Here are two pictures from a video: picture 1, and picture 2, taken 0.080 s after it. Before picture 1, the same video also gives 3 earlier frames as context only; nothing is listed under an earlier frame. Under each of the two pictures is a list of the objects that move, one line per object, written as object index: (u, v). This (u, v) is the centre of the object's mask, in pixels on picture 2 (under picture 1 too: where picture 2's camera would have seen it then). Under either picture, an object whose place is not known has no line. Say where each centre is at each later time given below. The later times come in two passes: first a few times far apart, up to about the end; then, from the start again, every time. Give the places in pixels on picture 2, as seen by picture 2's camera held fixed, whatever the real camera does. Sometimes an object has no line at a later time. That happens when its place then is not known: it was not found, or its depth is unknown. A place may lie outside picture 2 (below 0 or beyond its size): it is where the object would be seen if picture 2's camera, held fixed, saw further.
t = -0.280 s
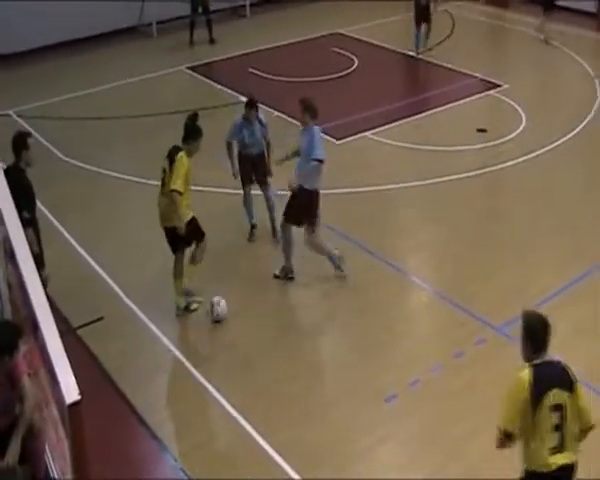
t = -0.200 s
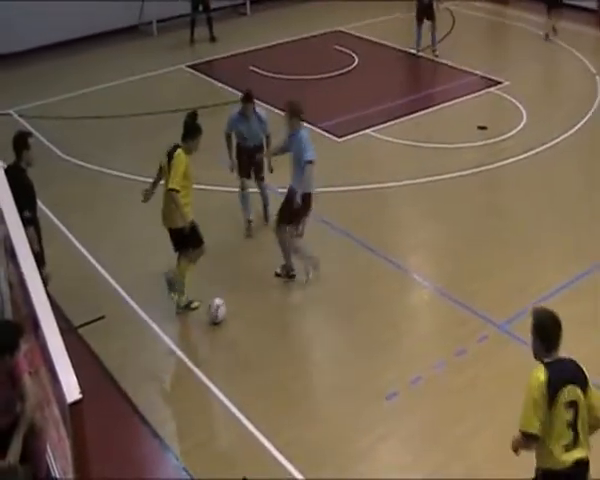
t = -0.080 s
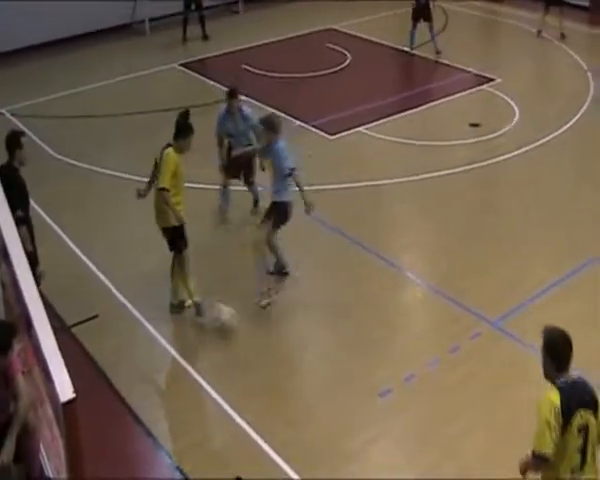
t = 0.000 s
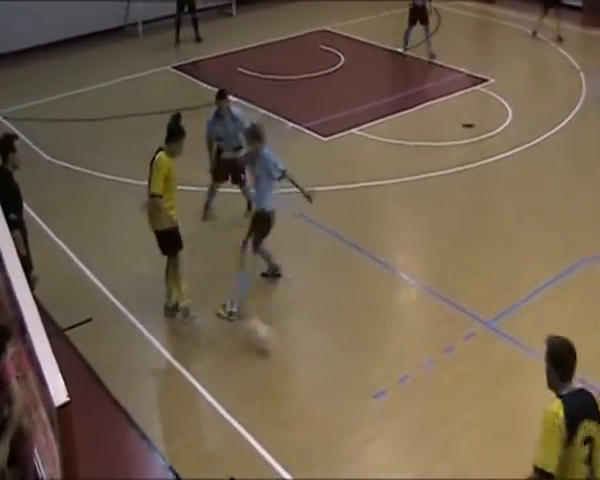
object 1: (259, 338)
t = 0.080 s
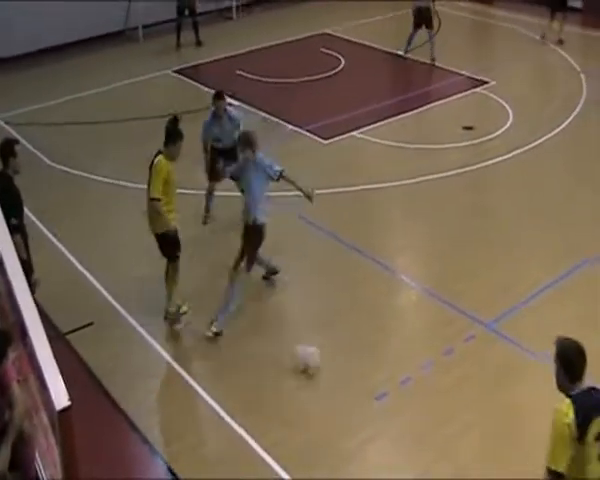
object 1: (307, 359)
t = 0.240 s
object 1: (387, 389)
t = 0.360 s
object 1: (443, 408)
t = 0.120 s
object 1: (328, 367)
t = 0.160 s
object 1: (347, 374)
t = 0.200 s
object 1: (369, 382)
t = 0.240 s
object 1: (387, 389)
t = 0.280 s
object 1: (405, 398)
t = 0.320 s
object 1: (423, 405)
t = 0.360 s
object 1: (443, 408)
